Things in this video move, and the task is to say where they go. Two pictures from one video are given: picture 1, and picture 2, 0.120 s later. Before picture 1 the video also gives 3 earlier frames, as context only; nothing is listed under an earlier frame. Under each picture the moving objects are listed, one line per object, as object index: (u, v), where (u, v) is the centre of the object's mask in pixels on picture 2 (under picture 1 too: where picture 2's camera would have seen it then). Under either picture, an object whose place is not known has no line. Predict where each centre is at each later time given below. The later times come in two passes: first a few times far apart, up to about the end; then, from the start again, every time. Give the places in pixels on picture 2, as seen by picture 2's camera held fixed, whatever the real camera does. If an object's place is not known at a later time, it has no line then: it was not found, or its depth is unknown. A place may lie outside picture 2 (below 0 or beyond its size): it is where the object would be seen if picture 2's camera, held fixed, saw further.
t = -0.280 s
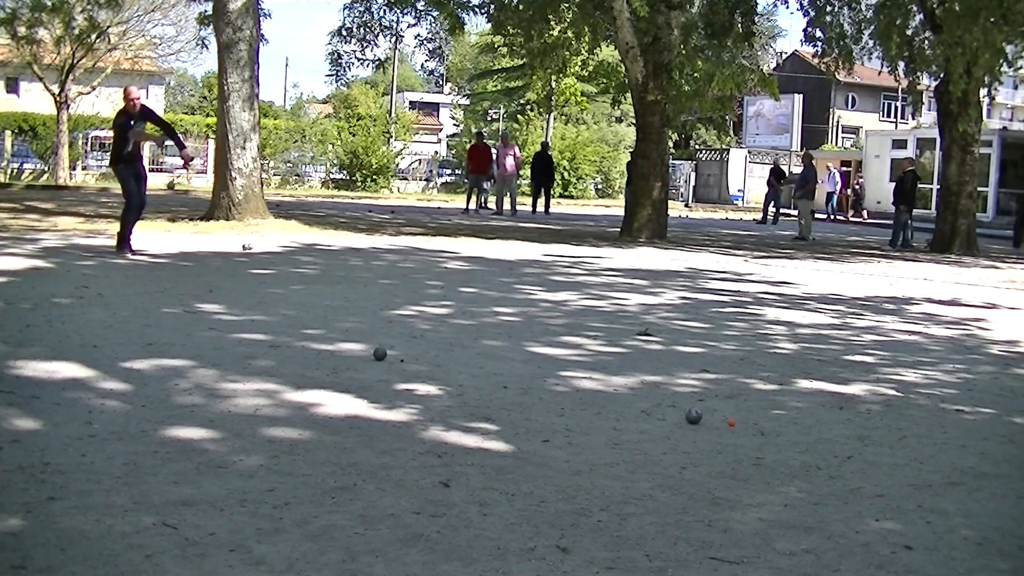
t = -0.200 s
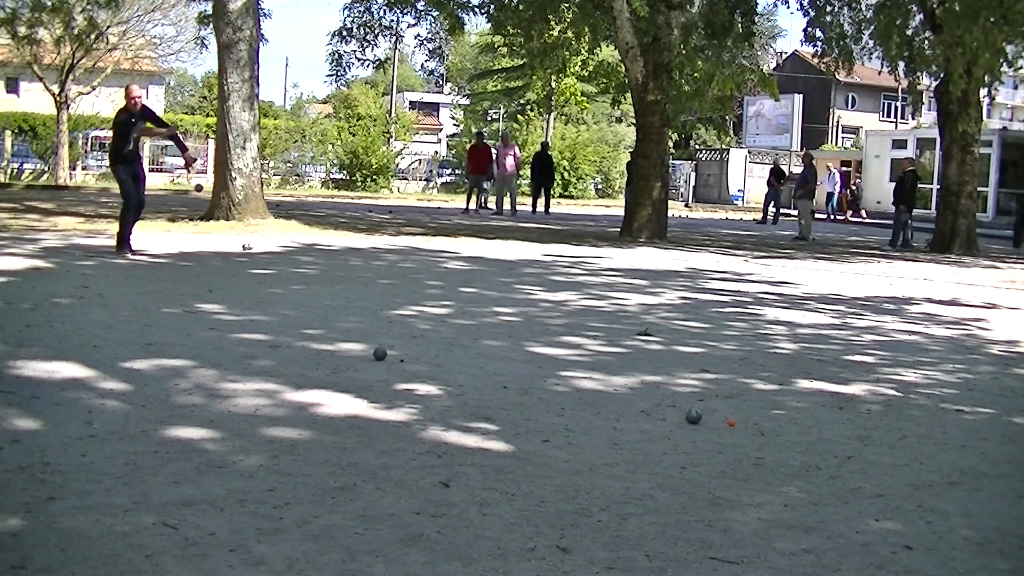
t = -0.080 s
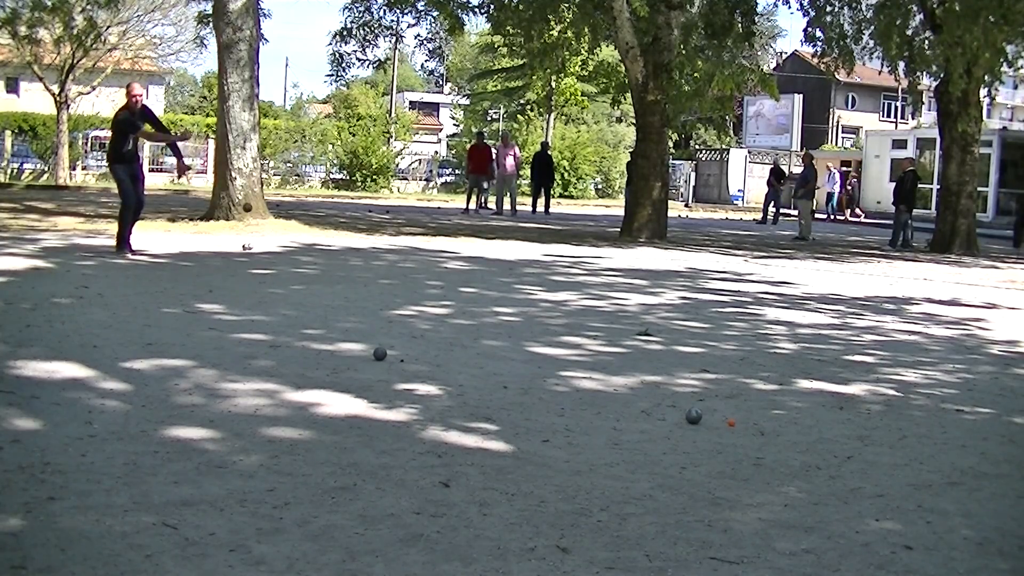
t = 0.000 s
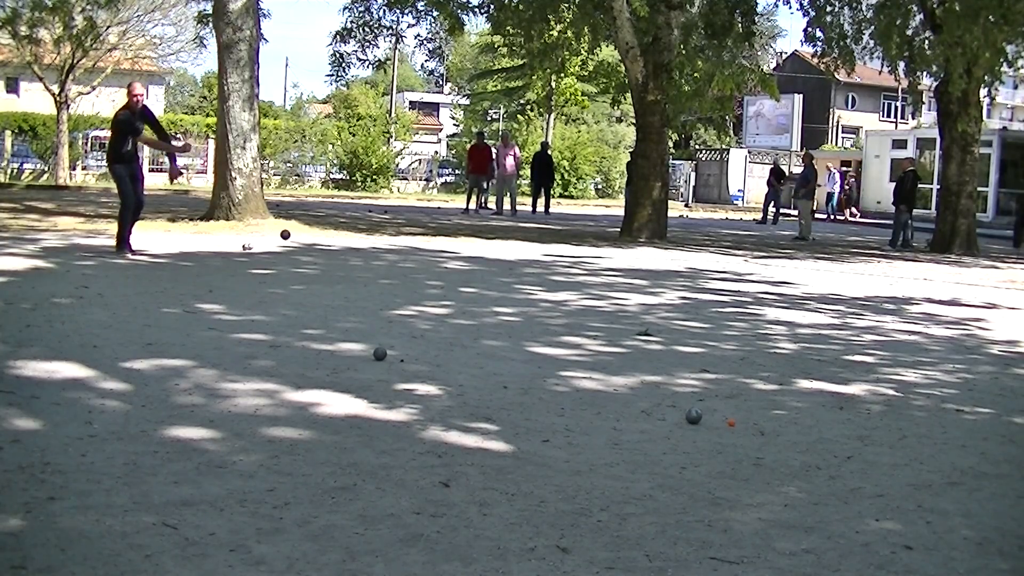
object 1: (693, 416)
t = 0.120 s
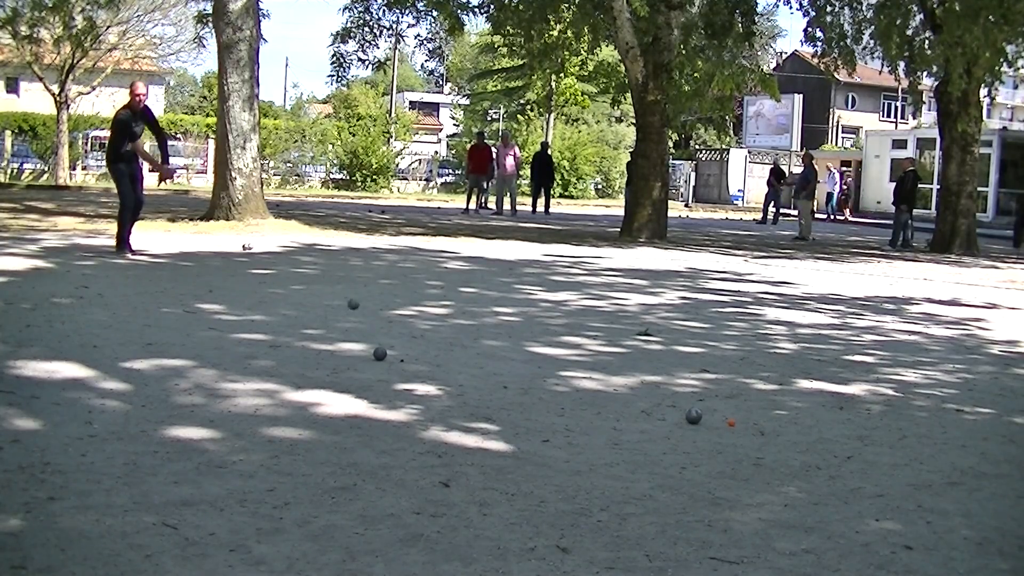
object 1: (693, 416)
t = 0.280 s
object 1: (693, 416)
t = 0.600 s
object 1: (735, 428)
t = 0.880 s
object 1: (914, 504)
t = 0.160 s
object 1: (693, 416)
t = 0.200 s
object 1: (693, 416)
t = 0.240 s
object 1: (693, 416)
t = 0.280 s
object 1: (693, 416)
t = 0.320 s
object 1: (693, 416)
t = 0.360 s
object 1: (693, 416)
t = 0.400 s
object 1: (693, 416)
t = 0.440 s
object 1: (693, 416)
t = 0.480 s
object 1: (693, 416)
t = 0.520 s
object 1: (694, 416)
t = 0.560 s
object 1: (711, 420)
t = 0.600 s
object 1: (735, 428)
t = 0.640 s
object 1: (760, 442)
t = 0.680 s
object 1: (785, 452)
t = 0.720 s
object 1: (809, 464)
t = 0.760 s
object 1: (834, 470)
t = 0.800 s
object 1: (859, 480)
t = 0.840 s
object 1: (886, 497)
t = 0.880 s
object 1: (914, 504)
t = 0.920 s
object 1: (943, 515)
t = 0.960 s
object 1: (973, 532)
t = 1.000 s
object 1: (1003, 551)
